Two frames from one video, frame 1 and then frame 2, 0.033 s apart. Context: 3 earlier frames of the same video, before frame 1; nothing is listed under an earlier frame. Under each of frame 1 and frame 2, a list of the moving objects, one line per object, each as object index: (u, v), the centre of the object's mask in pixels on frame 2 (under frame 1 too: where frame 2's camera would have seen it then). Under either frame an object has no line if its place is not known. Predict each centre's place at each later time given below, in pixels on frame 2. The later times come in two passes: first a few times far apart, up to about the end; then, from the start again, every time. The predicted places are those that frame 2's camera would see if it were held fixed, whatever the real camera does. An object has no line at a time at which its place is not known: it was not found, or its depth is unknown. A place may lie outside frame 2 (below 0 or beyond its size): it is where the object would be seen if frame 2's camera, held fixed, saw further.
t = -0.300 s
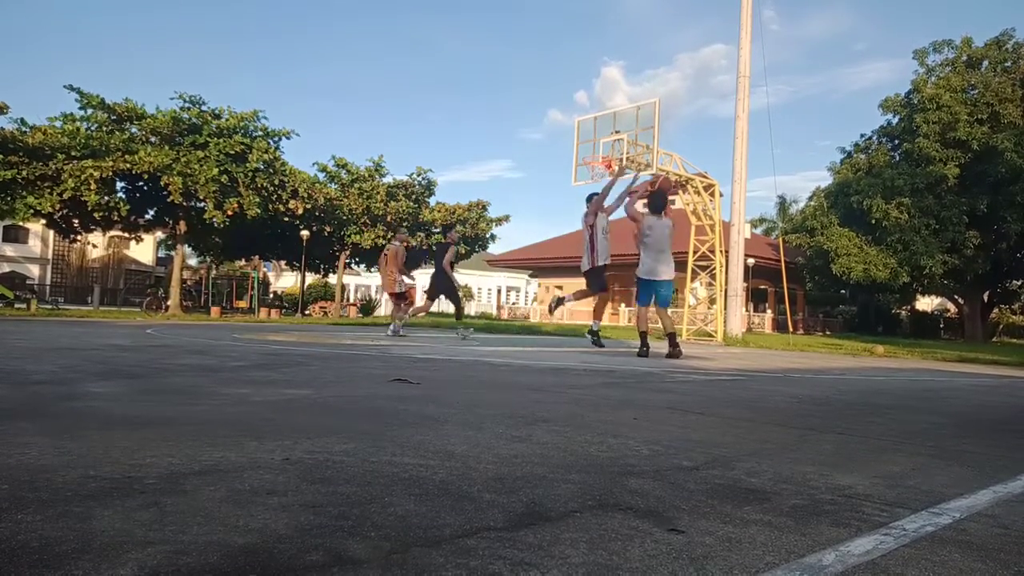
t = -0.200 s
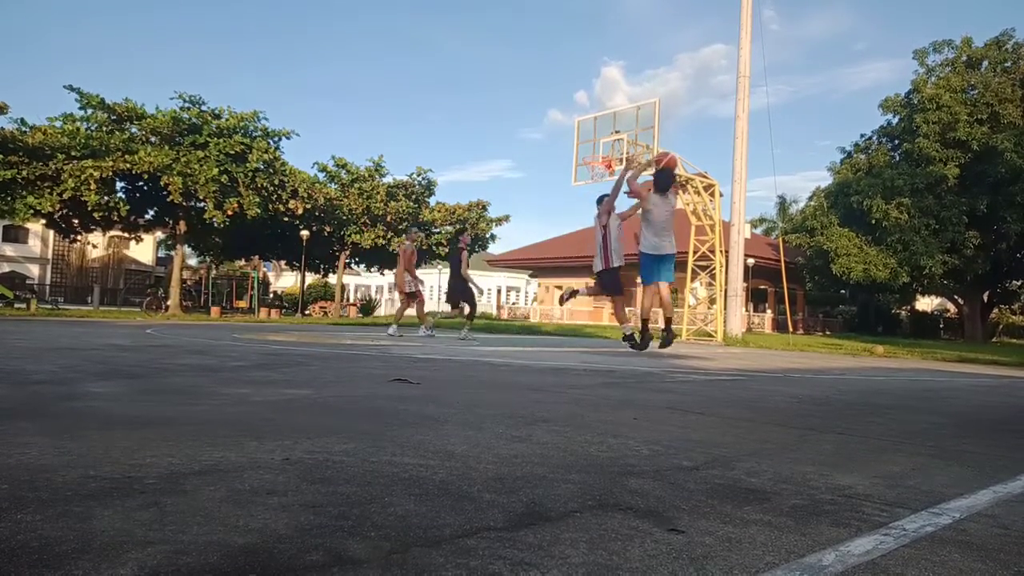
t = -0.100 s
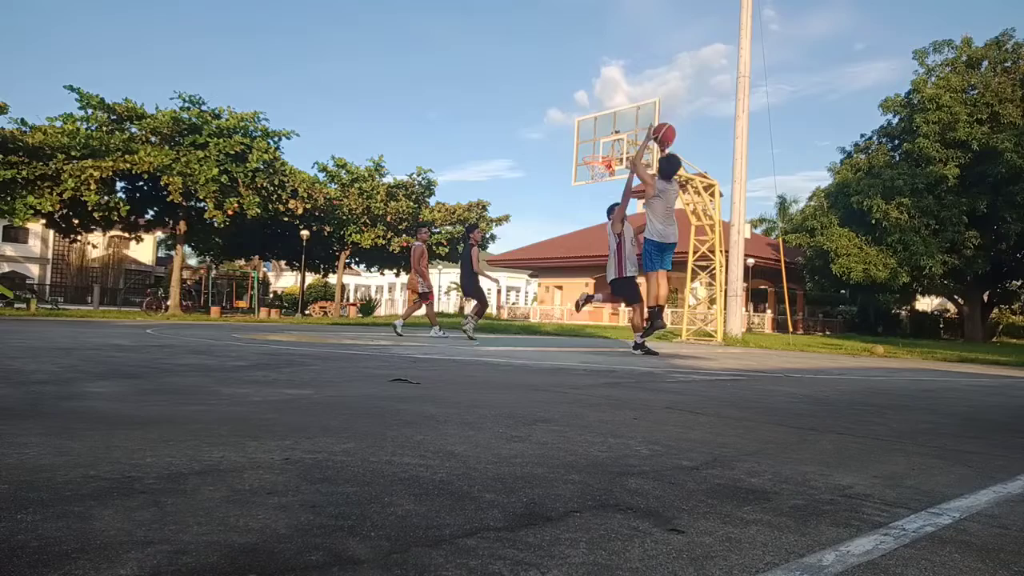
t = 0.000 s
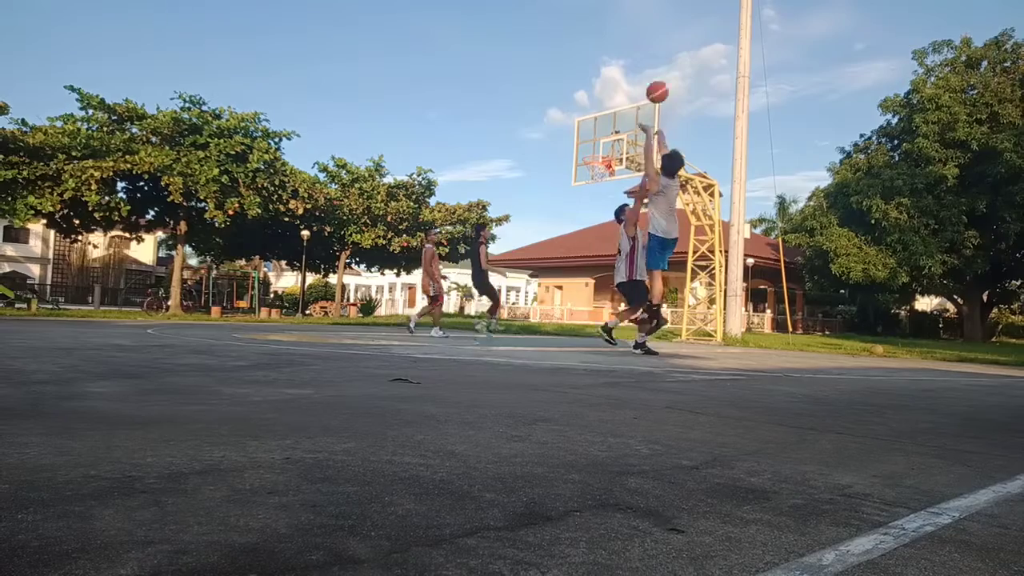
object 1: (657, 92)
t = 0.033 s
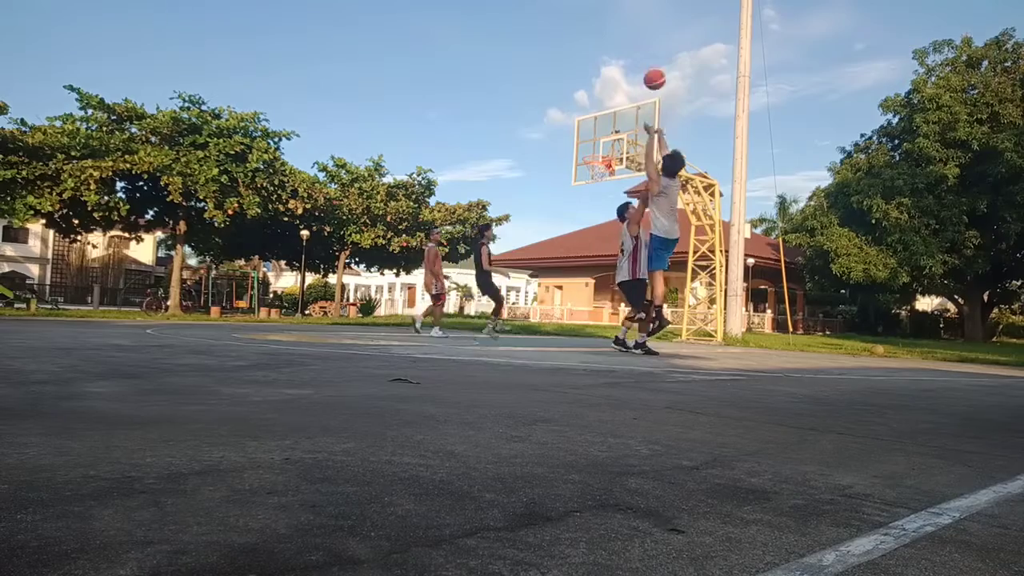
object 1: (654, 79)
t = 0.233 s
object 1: (639, 27)
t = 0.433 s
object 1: (624, 14)
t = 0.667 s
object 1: (609, 34)
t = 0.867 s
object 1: (597, 75)
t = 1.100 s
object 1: (582, 147)
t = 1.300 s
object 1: (563, 162)
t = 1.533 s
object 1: (539, 200)
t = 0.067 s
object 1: (652, 67)
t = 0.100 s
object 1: (649, 57)
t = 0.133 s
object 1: (647, 48)
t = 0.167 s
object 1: (644, 40)
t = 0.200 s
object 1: (641, 34)
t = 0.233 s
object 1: (639, 27)
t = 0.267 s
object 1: (637, 23)
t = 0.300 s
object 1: (634, 19)
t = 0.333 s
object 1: (632, 17)
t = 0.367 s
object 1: (629, 15)
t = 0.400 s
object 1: (627, 14)
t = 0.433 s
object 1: (624, 14)
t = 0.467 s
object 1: (622, 15)
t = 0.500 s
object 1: (620, 16)
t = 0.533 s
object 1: (618, 18)
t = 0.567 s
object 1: (615, 22)
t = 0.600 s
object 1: (613, 25)
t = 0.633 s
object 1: (611, 29)
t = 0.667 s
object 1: (609, 34)
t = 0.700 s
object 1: (607, 39)
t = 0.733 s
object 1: (605, 45)
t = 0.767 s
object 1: (603, 52)
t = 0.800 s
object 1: (601, 59)
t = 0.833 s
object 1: (598, 67)
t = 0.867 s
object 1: (597, 75)
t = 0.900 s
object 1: (594, 84)
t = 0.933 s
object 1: (592, 94)
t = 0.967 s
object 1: (590, 103)
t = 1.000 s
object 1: (588, 113)
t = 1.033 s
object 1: (585, 124)
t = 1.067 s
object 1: (583, 135)
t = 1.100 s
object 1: (582, 147)
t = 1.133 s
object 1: (579, 152)
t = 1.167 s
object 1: (576, 153)
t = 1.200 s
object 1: (572, 155)
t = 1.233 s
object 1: (569, 157)
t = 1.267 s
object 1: (566, 160)
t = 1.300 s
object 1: (563, 162)
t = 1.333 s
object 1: (559, 166)
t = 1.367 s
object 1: (556, 171)
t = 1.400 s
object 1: (552, 175)
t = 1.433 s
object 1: (549, 181)
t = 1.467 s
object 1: (546, 187)
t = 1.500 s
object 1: (542, 193)
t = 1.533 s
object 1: (539, 200)
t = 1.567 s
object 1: (536, 209)
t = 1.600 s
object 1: (532, 217)
